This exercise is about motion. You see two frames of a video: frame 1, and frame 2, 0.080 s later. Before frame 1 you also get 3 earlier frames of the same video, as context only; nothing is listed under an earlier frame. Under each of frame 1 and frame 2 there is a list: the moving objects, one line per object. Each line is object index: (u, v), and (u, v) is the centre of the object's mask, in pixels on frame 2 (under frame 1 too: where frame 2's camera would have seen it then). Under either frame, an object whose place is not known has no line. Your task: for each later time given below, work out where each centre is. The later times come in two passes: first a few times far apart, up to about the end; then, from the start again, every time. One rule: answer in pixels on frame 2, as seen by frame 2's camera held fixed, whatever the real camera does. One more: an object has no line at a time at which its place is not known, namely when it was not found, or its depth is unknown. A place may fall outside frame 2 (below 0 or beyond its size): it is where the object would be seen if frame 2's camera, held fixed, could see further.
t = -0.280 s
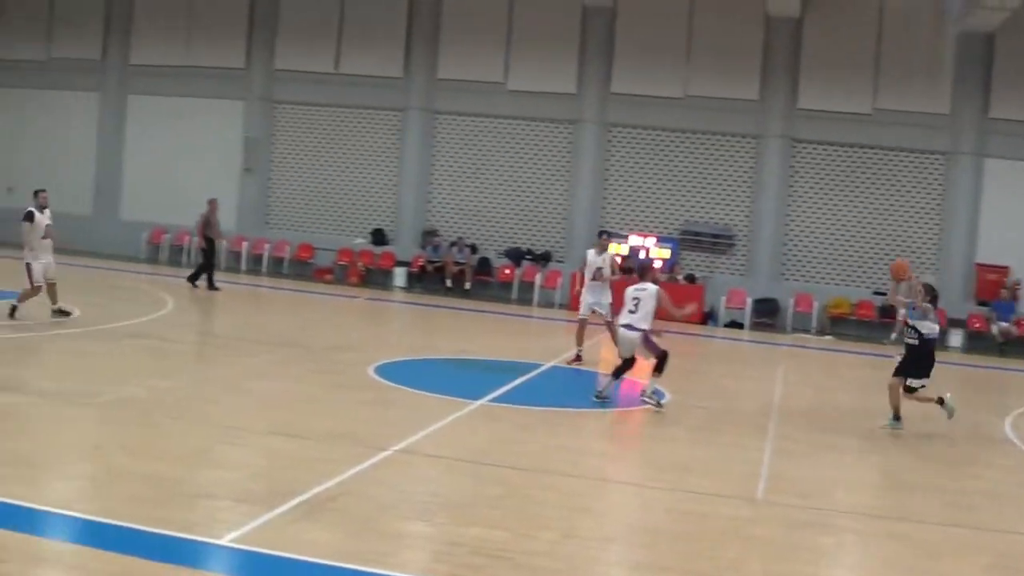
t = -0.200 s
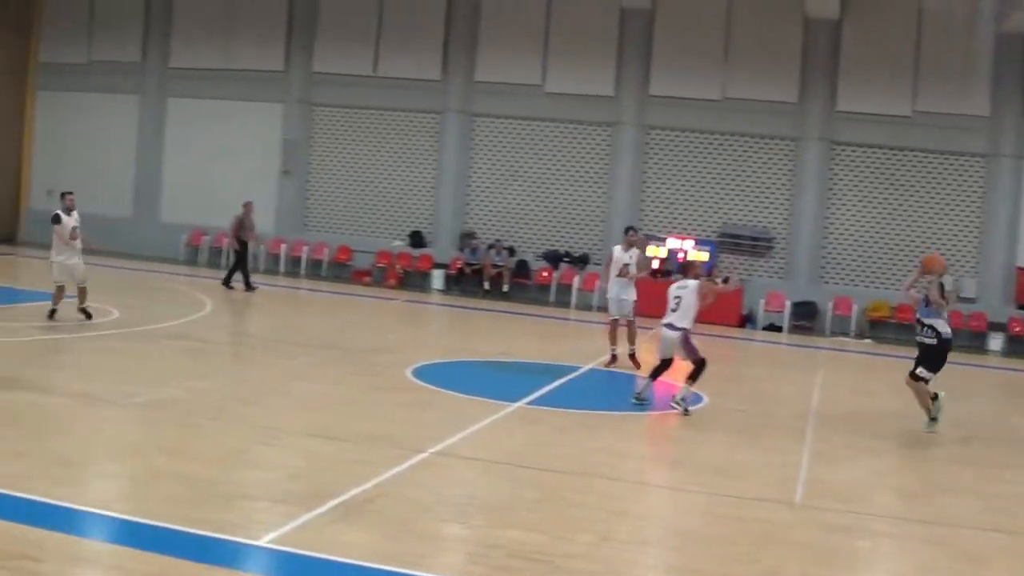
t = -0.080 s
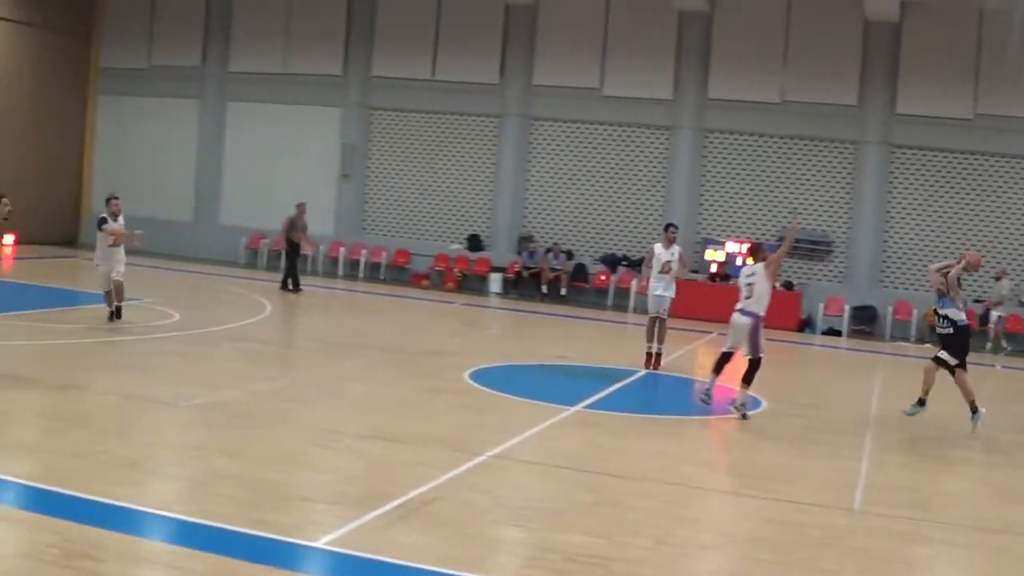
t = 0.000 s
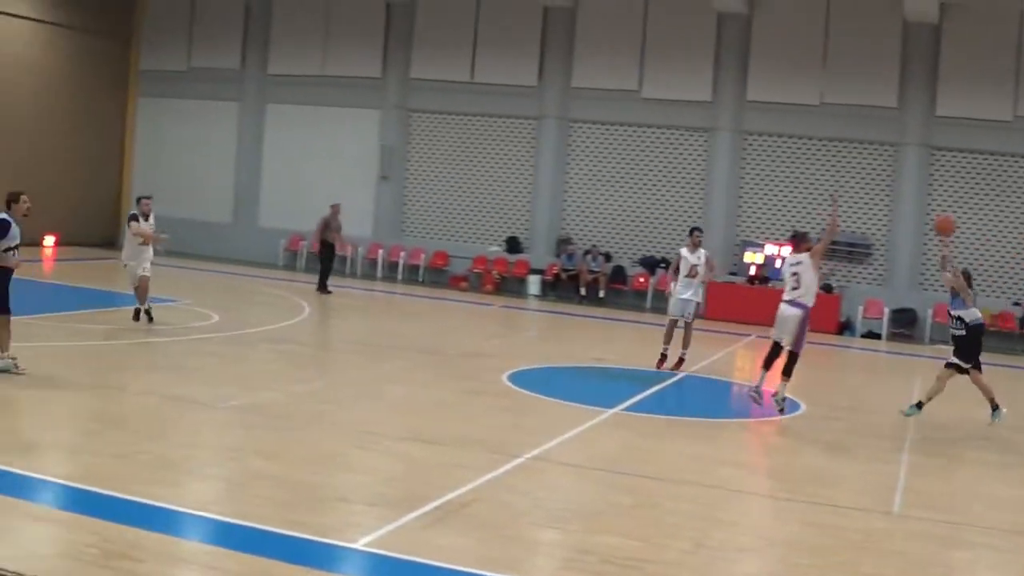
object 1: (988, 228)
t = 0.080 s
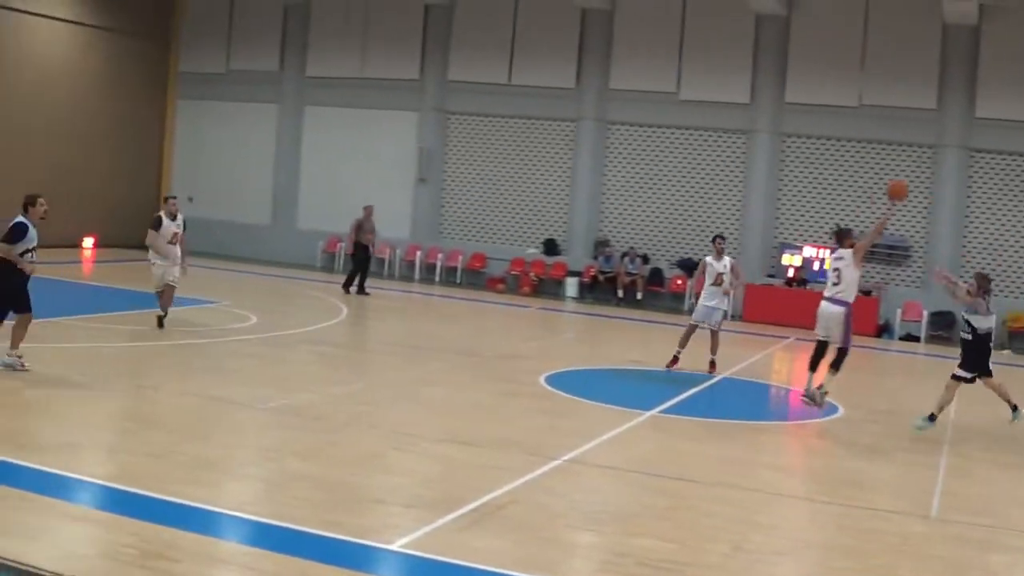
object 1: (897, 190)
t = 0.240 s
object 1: (765, 143)
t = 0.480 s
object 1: (556, 123)
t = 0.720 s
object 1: (336, 170)
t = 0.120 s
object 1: (865, 176)
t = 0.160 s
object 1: (832, 164)
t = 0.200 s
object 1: (798, 154)
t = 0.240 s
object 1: (765, 143)
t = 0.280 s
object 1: (730, 137)
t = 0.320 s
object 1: (697, 131)
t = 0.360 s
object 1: (662, 126)
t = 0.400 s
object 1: (627, 124)
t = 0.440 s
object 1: (591, 122)
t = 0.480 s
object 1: (556, 123)
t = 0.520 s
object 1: (520, 126)
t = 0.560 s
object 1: (484, 131)
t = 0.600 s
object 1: (448, 138)
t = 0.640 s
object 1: (411, 147)
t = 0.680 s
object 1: (373, 157)
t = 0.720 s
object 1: (336, 170)
